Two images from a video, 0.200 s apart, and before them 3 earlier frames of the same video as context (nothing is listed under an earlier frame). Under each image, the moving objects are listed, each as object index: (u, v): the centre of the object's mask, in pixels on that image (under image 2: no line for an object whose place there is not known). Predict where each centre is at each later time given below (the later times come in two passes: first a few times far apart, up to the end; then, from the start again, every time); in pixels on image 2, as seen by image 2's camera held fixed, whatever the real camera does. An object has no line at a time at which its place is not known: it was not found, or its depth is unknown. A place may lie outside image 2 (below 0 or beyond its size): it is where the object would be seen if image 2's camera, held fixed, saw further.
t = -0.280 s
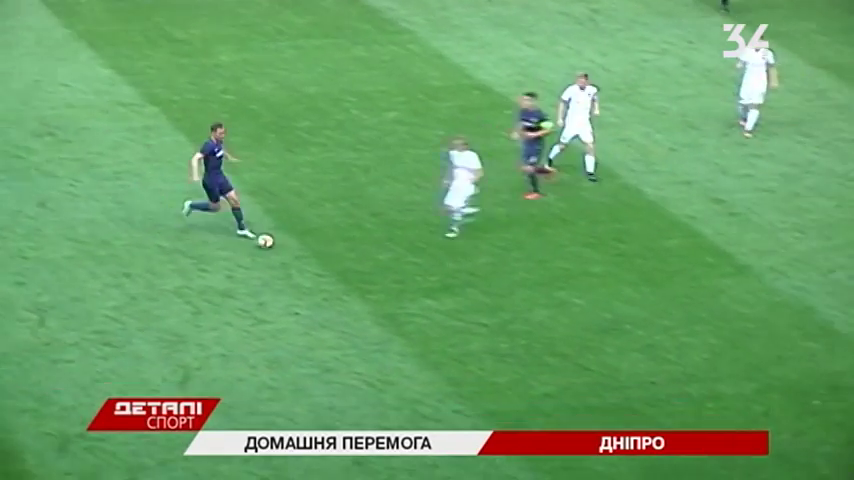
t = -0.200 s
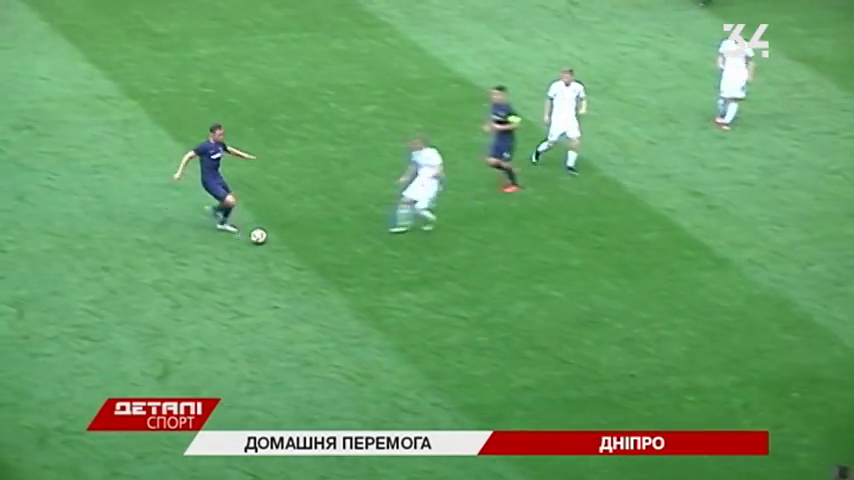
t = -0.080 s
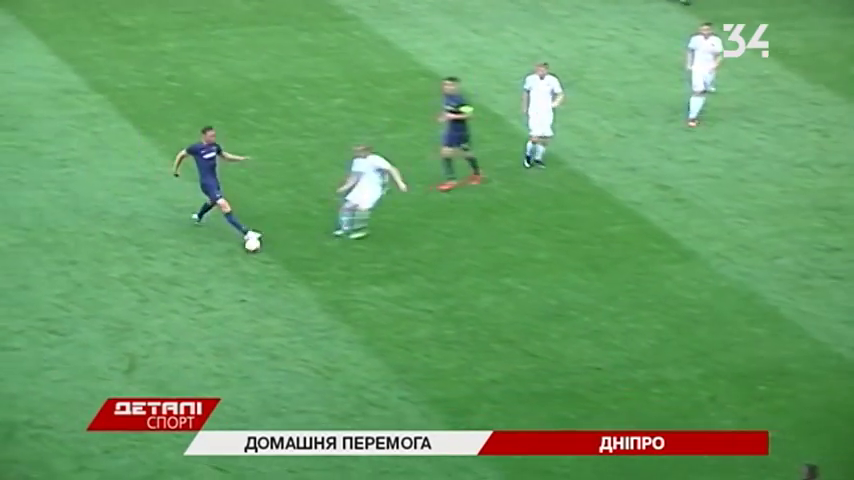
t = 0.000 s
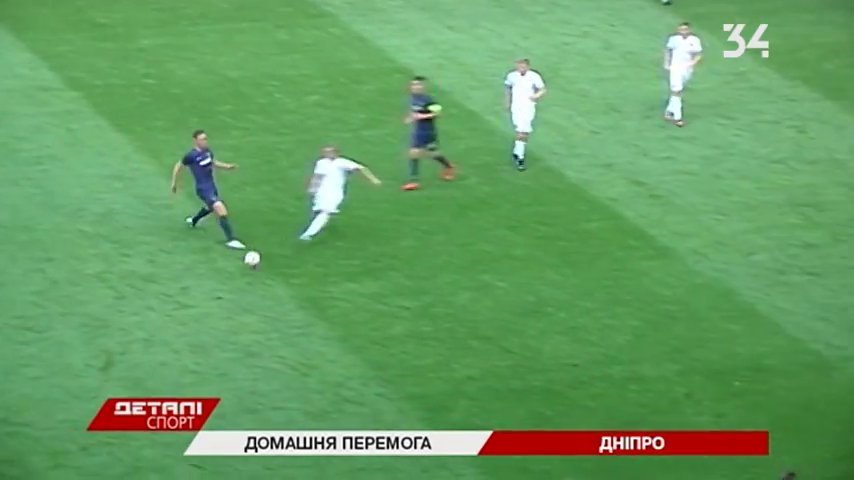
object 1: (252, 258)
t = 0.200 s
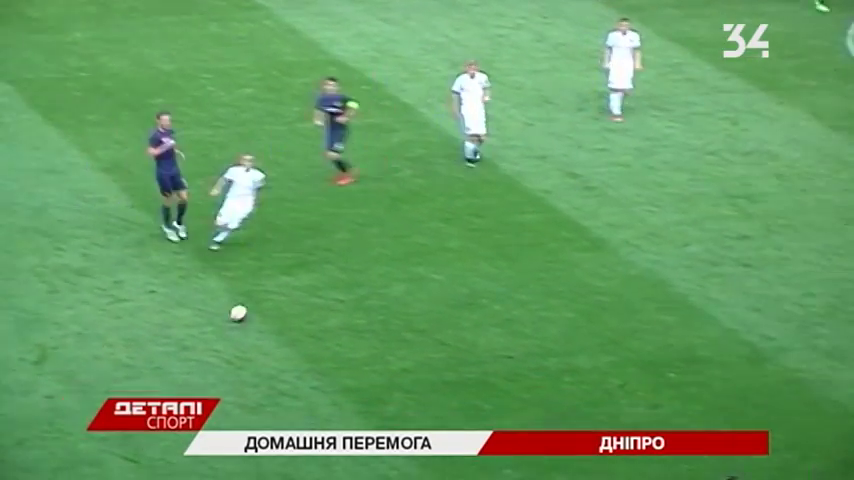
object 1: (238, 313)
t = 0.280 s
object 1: (256, 329)
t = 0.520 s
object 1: (302, 394)
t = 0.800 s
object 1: (343, 468)
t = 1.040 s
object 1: (369, 523)
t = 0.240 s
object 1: (247, 320)
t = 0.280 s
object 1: (256, 329)
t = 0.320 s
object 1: (264, 341)
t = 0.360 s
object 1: (273, 354)
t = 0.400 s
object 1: (281, 368)
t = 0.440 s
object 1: (288, 378)
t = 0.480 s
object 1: (295, 386)
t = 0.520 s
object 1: (302, 394)
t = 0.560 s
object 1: (308, 405)
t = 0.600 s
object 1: (315, 417)
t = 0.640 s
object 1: (321, 432)
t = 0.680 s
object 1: (327, 443)
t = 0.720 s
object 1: (333, 451)
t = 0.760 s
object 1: (338, 458)
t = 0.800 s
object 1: (343, 468)
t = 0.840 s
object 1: (348, 481)
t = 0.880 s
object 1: (353, 493)
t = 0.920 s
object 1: (357, 503)
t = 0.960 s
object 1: (362, 508)
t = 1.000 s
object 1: (365, 515)
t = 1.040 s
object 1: (369, 523)
